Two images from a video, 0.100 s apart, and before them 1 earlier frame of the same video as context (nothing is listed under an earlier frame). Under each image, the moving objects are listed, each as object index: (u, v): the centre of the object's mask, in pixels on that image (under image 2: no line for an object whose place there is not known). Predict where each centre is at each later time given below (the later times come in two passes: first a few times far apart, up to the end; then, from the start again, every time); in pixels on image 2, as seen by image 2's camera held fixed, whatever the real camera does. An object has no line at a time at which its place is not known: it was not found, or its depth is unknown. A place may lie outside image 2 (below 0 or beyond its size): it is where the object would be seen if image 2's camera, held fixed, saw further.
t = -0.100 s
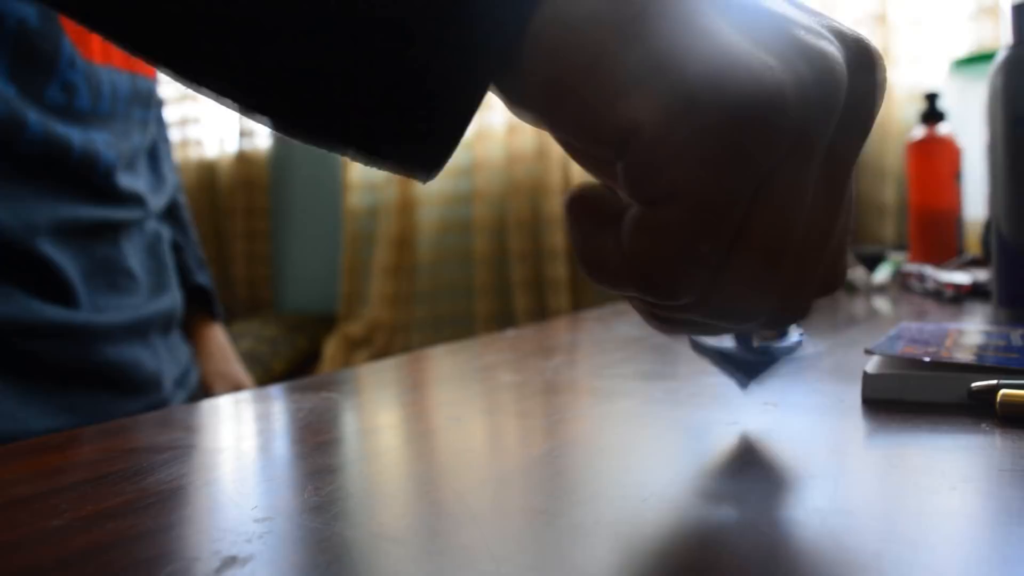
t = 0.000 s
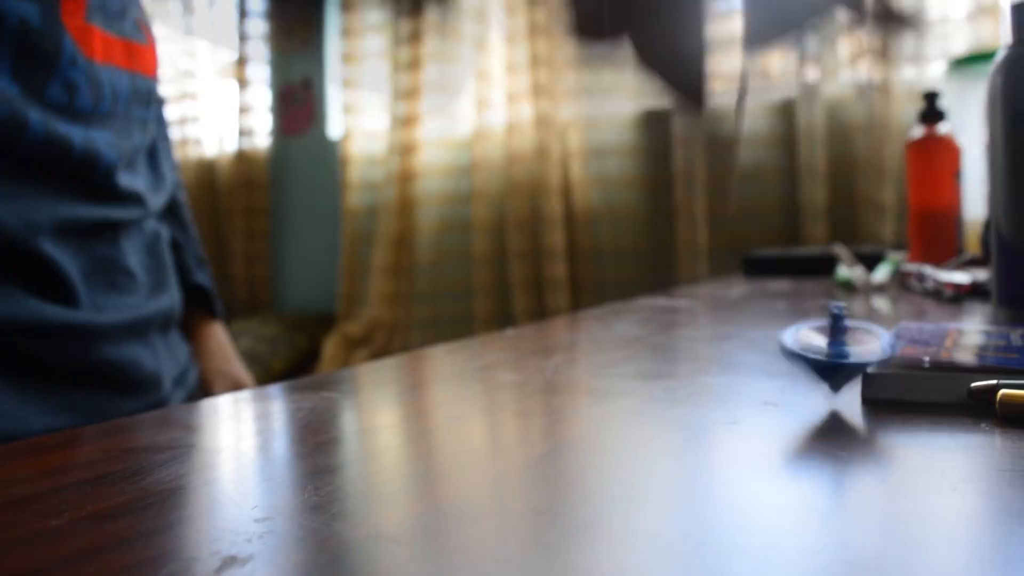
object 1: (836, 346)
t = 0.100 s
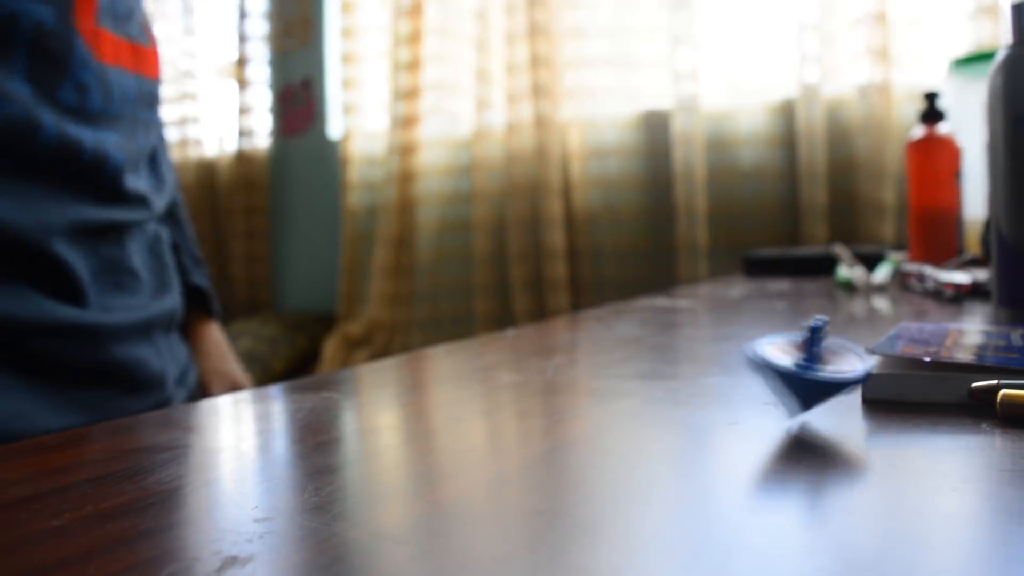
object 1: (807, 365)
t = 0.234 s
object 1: (771, 384)
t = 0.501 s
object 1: (738, 386)
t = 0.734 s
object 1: (722, 391)
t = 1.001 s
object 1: (730, 390)
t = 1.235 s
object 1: (717, 392)
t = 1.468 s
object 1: (693, 392)
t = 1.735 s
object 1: (687, 389)
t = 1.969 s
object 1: (686, 390)
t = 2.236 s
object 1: (668, 392)
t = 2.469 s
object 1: (663, 392)
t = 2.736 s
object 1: (657, 389)
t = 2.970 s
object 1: (648, 395)
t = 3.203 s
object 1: (640, 395)
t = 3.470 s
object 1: (635, 390)
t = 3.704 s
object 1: (628, 394)
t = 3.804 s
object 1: (622, 395)
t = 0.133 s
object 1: (801, 369)
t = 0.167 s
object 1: (791, 374)
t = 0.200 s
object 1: (781, 378)
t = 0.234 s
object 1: (771, 384)
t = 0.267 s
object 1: (767, 384)
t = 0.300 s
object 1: (763, 386)
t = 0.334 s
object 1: (759, 386)
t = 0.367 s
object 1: (754, 387)
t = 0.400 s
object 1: (750, 387)
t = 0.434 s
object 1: (746, 386)
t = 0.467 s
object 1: (742, 386)
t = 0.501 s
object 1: (738, 386)
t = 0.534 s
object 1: (733, 387)
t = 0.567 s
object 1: (729, 389)
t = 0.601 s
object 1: (726, 391)
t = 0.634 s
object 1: (723, 392)
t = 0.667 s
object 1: (722, 392)
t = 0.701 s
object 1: (722, 391)
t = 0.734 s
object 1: (722, 391)
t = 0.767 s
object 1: (722, 391)
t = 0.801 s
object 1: (722, 391)
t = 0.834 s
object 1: (723, 390)
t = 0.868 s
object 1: (724, 391)
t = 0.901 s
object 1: (724, 391)
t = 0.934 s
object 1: (726, 391)
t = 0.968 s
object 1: (728, 390)
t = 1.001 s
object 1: (730, 390)
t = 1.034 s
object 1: (730, 390)
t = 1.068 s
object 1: (729, 390)
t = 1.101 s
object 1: (728, 390)
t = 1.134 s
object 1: (726, 391)
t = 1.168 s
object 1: (723, 392)
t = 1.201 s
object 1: (719, 392)
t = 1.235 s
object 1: (717, 392)
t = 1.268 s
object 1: (714, 391)
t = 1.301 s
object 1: (710, 391)
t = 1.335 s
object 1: (706, 391)
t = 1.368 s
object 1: (702, 391)
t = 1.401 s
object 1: (698, 391)
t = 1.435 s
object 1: (695, 391)
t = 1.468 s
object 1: (693, 392)
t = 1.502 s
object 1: (691, 393)
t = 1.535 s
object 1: (690, 393)
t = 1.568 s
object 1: (689, 393)
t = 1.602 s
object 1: (689, 392)
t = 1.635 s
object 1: (688, 391)
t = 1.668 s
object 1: (688, 390)
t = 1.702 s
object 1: (687, 390)
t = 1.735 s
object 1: (687, 389)
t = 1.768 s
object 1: (687, 389)
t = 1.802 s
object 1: (687, 389)
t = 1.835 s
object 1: (687, 389)
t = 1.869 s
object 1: (687, 389)
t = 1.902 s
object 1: (687, 389)
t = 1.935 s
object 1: (686, 389)
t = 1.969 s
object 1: (686, 390)
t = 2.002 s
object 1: (684, 391)
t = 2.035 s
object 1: (682, 391)
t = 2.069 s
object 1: (680, 392)
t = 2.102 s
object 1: (677, 392)
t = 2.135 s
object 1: (674, 394)
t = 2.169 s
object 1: (672, 393)
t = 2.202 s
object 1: (670, 393)
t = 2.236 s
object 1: (668, 392)
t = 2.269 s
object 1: (665, 392)
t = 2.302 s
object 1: (665, 393)
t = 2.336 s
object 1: (665, 394)
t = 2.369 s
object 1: (664, 394)
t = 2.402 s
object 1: (664, 394)
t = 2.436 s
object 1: (664, 393)
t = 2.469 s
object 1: (663, 392)
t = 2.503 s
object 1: (662, 391)
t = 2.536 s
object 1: (661, 391)
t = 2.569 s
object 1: (660, 390)
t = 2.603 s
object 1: (660, 389)
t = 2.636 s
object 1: (659, 389)
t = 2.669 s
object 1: (658, 389)
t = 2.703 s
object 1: (658, 389)
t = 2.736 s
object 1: (657, 389)
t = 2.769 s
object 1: (656, 390)
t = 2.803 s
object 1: (655, 390)
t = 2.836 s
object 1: (654, 391)
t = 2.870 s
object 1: (653, 392)
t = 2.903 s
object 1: (651, 393)
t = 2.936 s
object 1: (650, 394)
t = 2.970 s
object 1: (648, 395)
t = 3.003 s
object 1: (645, 395)
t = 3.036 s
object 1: (644, 395)
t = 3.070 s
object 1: (643, 394)
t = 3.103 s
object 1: (641, 394)
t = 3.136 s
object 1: (640, 394)
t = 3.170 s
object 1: (640, 395)
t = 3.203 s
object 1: (640, 395)
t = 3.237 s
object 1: (639, 394)
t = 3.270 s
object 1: (639, 393)
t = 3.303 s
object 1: (638, 393)
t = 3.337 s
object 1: (637, 392)
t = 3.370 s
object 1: (637, 391)
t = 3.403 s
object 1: (636, 391)
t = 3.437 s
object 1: (636, 390)
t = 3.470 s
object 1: (635, 390)
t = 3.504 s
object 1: (634, 390)
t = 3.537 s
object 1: (633, 390)
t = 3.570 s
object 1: (633, 391)
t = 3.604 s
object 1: (633, 392)
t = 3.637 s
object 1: (632, 393)
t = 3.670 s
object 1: (630, 394)
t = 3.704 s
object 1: (628, 394)
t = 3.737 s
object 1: (626, 396)
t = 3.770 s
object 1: (624, 396)
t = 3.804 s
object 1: (622, 395)
